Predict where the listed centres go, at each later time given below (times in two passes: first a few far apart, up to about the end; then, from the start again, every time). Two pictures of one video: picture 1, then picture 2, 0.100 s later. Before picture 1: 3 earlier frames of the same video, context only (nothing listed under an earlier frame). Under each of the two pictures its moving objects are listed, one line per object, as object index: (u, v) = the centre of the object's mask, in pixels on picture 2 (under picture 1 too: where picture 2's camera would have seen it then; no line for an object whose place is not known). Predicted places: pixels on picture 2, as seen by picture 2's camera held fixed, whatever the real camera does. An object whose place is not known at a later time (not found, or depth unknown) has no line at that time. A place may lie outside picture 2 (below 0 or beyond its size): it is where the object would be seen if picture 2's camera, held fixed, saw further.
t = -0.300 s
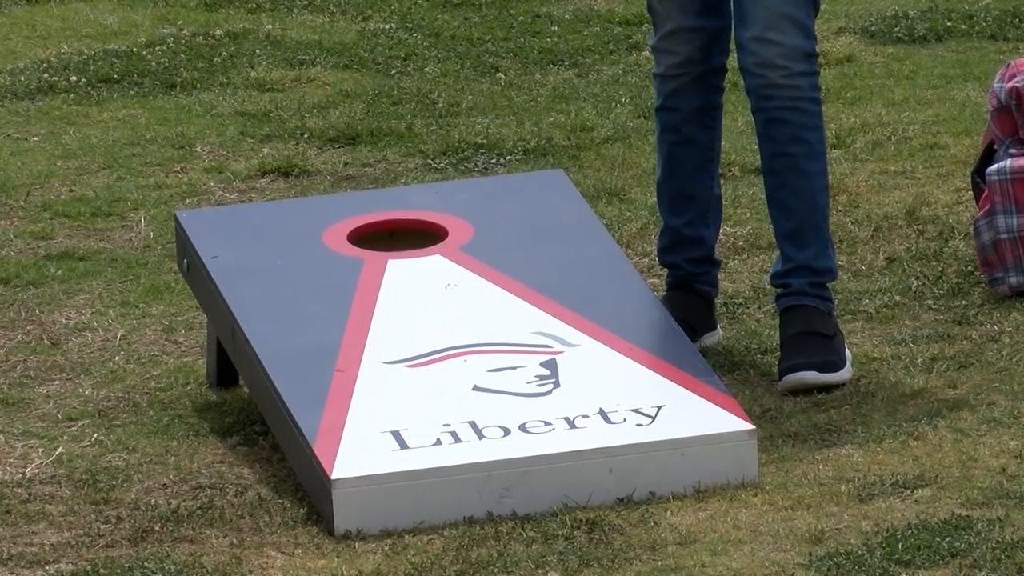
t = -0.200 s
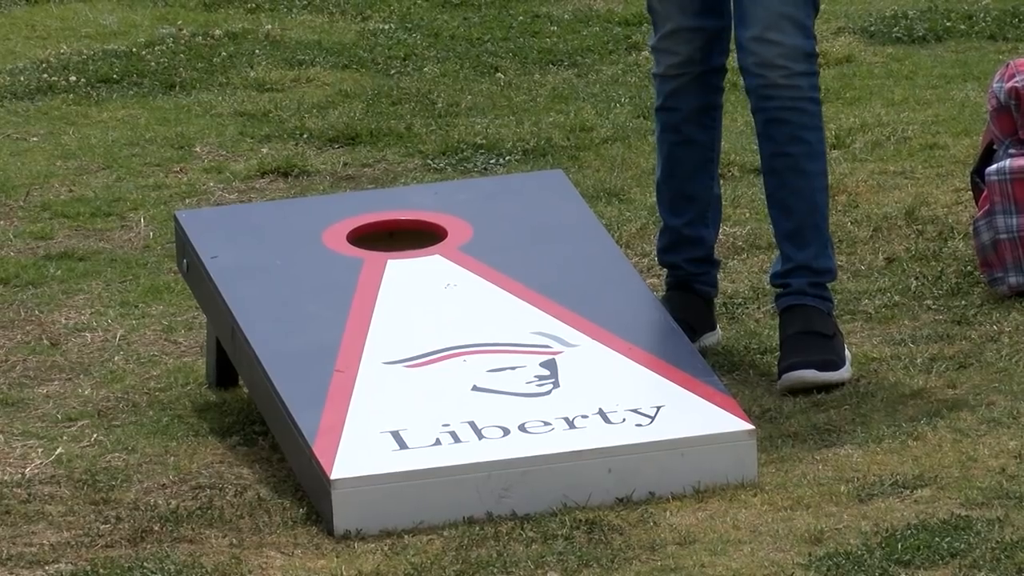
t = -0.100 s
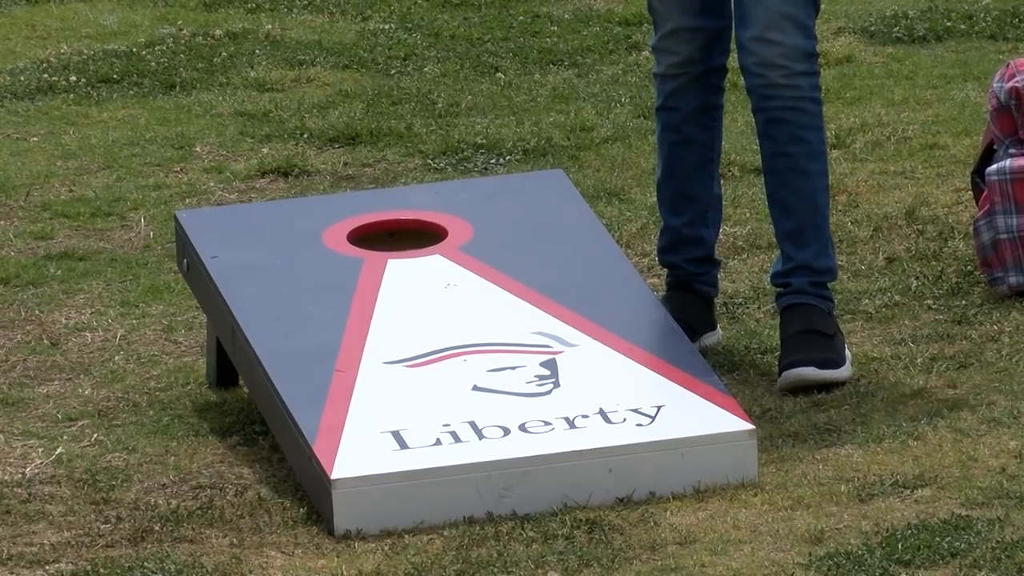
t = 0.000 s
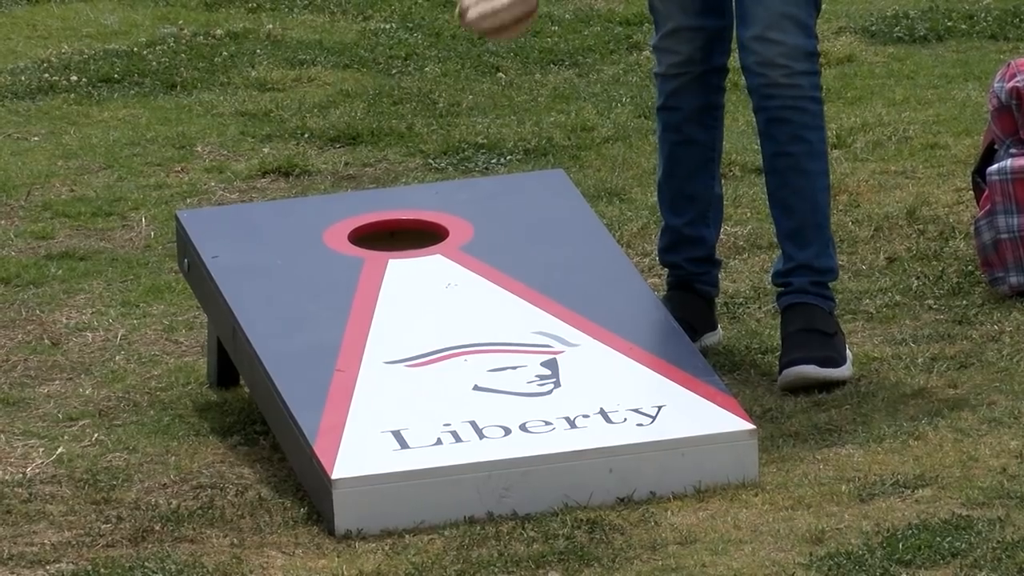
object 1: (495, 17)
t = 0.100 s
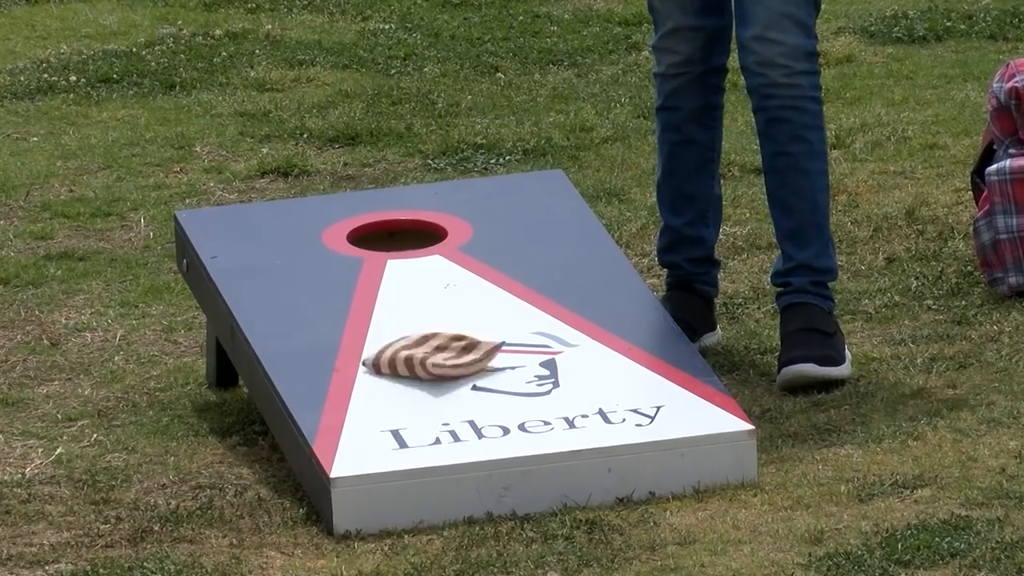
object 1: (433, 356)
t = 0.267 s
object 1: (337, 292)
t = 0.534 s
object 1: (237, 248)
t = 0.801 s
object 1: (216, 250)
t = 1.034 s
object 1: (202, 266)
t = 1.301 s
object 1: (161, 423)
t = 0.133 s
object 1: (412, 336)
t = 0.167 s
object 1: (392, 325)
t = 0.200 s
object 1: (373, 315)
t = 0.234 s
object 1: (355, 302)
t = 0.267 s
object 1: (337, 292)
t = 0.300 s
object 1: (321, 282)
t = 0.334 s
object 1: (305, 274)
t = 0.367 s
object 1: (291, 267)
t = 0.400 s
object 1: (278, 261)
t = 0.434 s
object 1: (266, 256)
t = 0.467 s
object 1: (255, 252)
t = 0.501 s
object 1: (245, 249)
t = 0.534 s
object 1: (237, 248)
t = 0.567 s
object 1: (231, 247)
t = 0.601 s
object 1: (227, 247)
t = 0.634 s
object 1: (224, 247)
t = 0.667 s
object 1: (222, 248)
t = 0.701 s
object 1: (220, 248)
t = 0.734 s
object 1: (219, 249)
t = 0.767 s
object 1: (217, 250)
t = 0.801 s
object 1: (216, 250)
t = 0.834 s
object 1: (215, 251)
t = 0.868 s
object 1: (214, 252)
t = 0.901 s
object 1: (212, 254)
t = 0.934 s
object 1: (211, 256)
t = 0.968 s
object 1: (208, 258)
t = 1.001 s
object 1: (205, 262)
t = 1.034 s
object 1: (202, 266)
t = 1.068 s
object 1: (197, 274)
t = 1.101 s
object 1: (192, 289)
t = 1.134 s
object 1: (187, 312)
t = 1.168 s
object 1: (180, 342)
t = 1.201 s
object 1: (177, 382)
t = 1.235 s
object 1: (168, 415)
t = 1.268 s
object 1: (163, 424)
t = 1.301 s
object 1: (161, 423)
